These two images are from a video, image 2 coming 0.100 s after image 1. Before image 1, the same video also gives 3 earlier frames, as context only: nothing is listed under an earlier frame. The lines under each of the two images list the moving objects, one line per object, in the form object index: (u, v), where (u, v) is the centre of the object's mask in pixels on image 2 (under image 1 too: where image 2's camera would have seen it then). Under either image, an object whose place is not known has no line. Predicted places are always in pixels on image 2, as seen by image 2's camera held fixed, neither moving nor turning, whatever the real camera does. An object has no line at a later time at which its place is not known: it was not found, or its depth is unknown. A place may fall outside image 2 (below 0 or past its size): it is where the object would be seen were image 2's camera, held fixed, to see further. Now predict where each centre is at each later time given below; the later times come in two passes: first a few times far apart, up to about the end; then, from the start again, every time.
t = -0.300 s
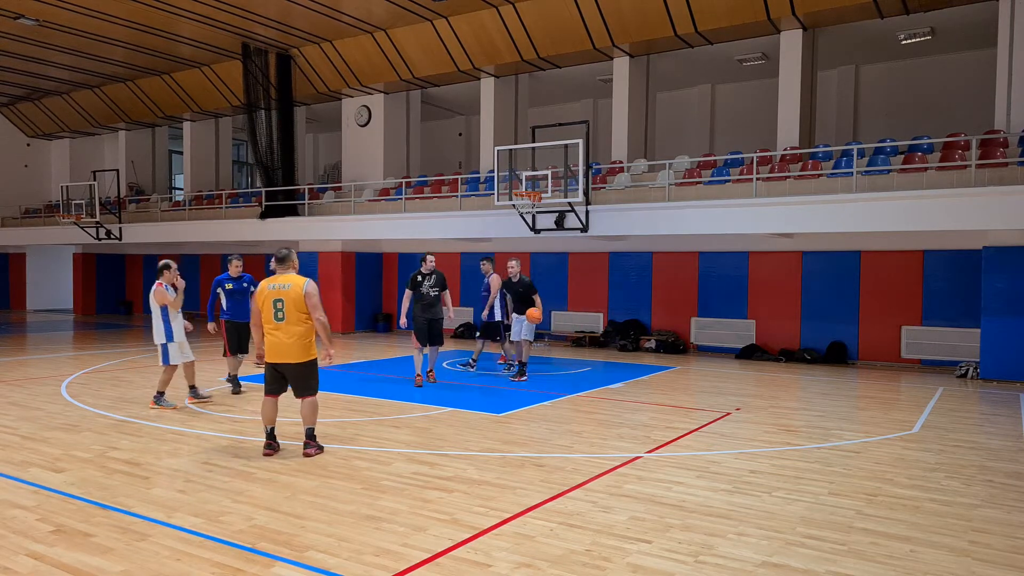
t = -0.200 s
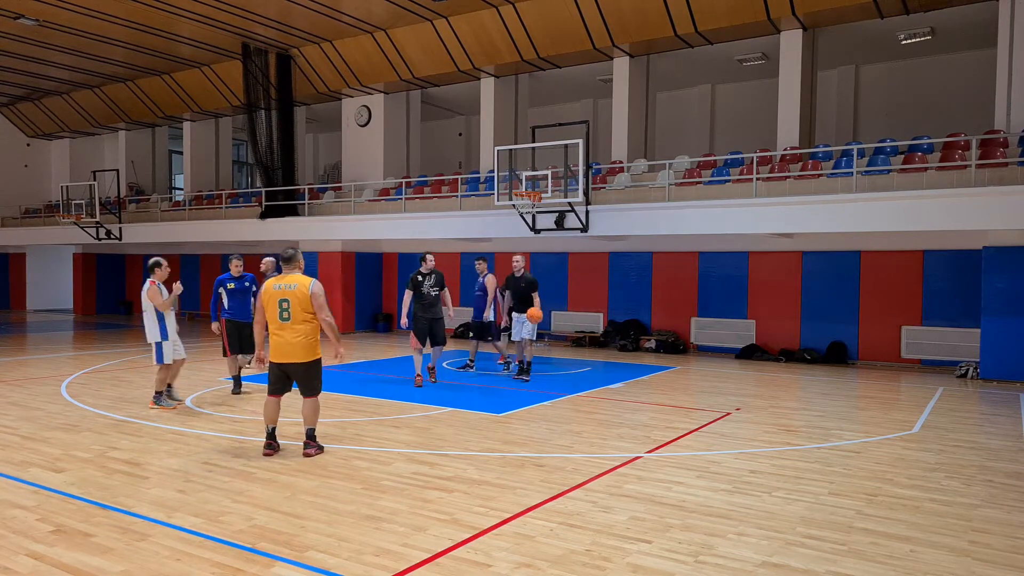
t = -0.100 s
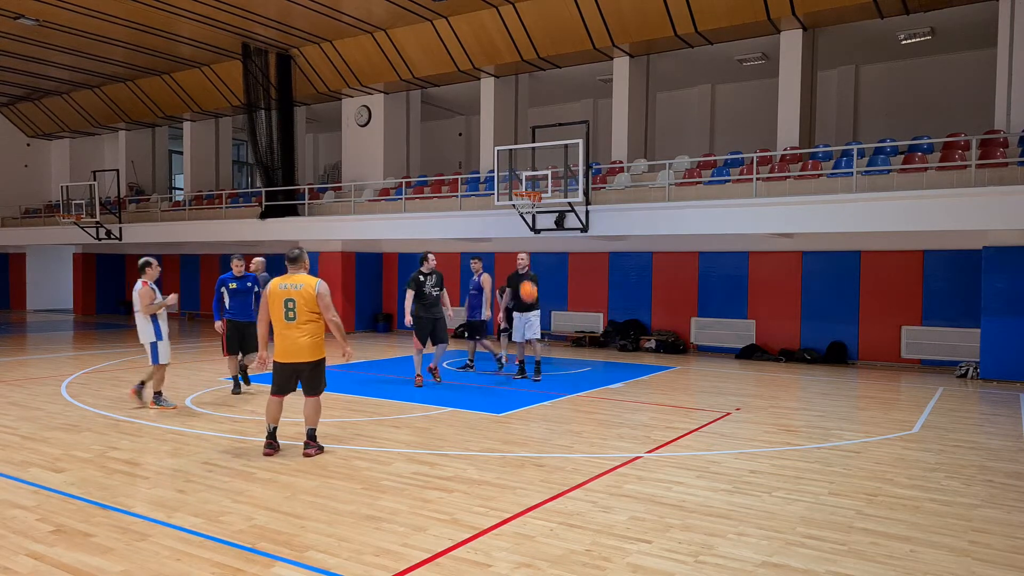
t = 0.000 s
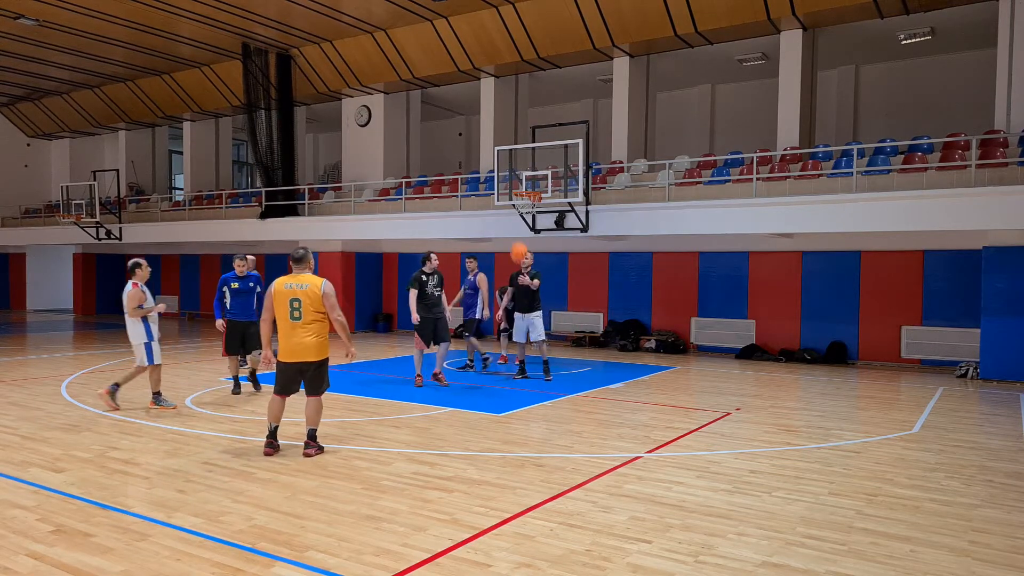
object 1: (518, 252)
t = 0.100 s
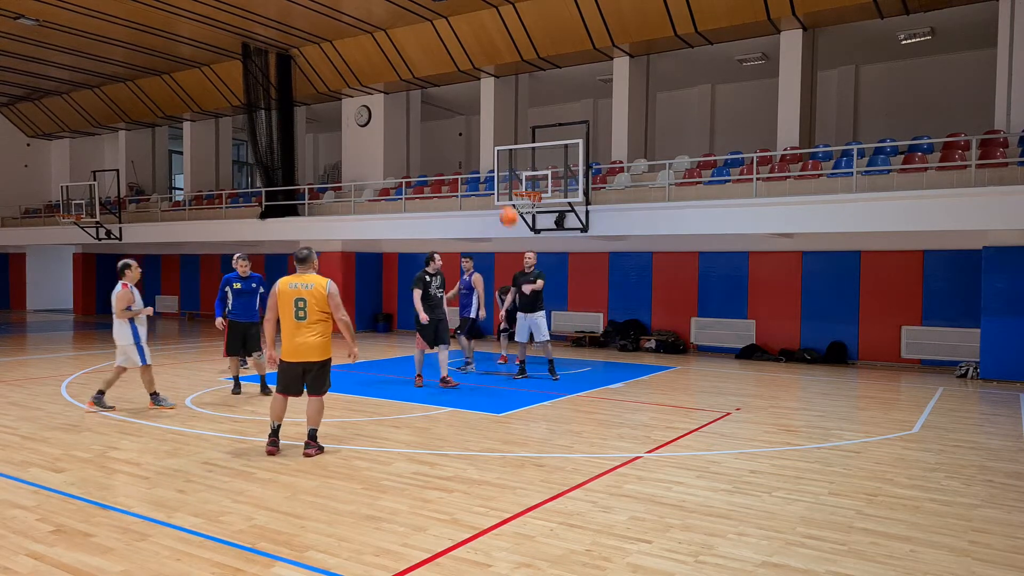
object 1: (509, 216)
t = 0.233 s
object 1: (494, 178)
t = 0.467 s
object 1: (463, 136)
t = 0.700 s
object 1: (426, 140)
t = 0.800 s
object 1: (407, 160)
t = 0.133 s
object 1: (505, 206)
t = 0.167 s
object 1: (502, 196)
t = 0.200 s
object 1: (497, 186)
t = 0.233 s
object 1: (494, 178)
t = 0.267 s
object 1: (490, 169)
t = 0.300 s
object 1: (485, 162)
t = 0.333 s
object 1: (481, 155)
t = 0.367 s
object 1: (476, 149)
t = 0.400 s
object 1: (472, 144)
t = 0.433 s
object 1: (468, 140)
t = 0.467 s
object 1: (463, 136)
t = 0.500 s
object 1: (458, 134)
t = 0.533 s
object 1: (453, 132)
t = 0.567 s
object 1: (448, 132)
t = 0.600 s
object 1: (443, 132)
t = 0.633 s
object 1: (437, 133)
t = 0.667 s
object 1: (431, 136)
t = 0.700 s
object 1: (426, 140)
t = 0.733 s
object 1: (419, 145)
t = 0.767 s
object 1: (413, 152)
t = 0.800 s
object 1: (407, 160)
